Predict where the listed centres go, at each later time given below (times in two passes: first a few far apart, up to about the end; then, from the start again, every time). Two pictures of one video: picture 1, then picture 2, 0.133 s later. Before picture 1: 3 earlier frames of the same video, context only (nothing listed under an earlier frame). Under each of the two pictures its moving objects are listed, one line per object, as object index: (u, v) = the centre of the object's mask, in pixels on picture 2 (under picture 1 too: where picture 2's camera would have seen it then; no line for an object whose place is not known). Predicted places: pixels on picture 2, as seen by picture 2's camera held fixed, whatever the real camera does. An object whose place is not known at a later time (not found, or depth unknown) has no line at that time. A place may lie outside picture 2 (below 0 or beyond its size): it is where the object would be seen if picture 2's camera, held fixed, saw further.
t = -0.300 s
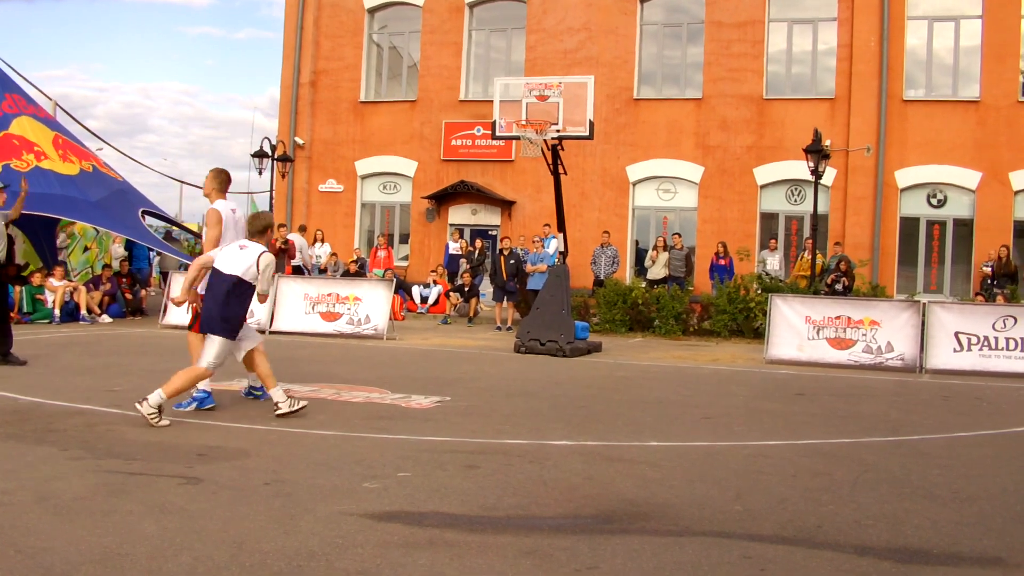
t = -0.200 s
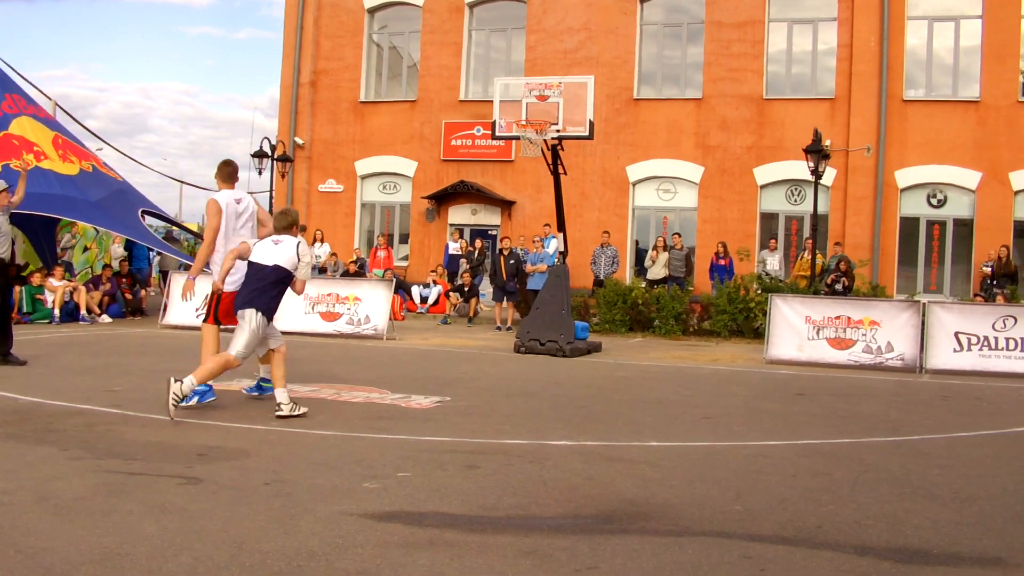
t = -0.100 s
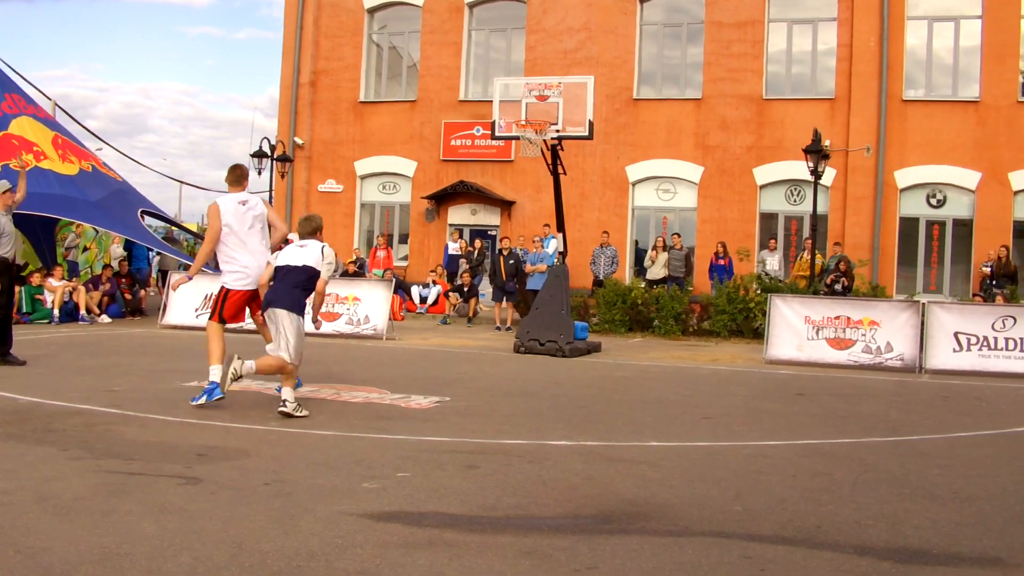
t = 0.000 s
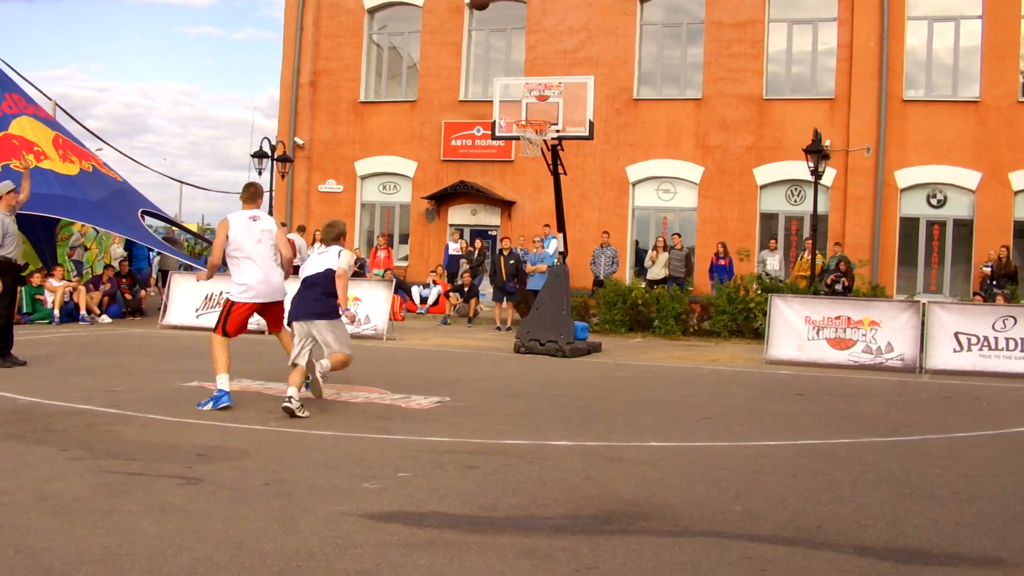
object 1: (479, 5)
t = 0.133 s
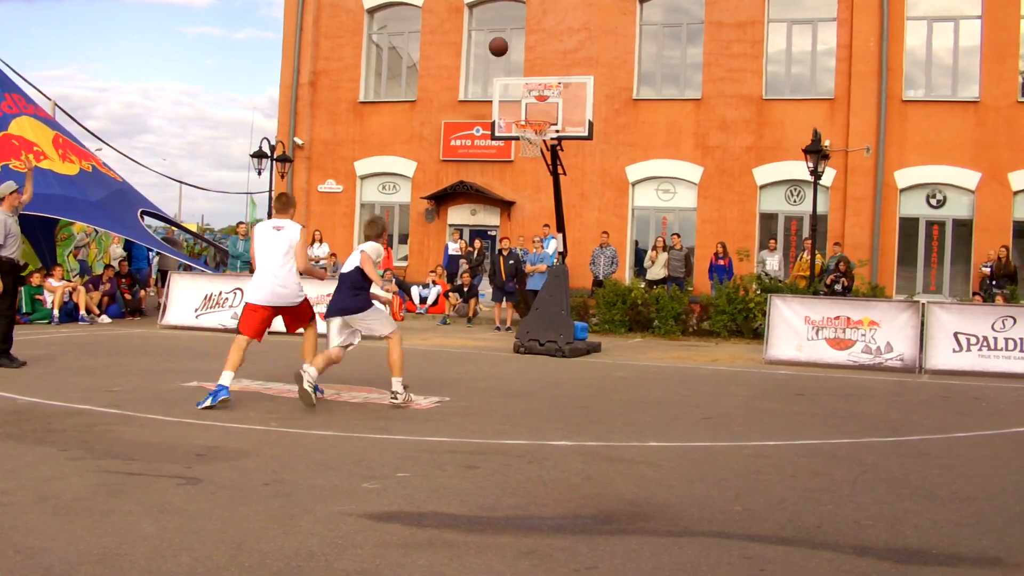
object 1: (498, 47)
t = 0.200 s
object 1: (507, 73)
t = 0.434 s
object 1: (546, 111)
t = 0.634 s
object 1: (589, 110)
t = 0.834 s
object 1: (626, 132)
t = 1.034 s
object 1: (662, 187)
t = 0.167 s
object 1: (503, 60)
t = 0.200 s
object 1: (507, 73)
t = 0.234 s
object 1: (511, 88)
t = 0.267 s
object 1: (515, 102)
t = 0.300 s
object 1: (519, 114)
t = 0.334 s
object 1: (524, 116)
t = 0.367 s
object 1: (532, 116)
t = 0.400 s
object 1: (539, 114)
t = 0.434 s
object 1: (546, 111)
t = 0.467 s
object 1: (554, 110)
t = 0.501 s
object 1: (561, 108)
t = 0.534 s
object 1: (569, 108)
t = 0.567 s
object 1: (576, 108)
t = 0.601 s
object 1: (583, 109)
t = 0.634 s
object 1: (589, 110)
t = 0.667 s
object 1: (596, 111)
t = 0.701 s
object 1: (602, 114)
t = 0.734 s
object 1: (608, 117)
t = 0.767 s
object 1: (614, 121)
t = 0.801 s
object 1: (620, 126)
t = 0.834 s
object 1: (626, 132)
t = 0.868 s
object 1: (632, 138)
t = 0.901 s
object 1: (638, 146)
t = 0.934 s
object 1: (644, 154)
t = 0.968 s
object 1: (650, 164)
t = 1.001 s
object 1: (656, 175)
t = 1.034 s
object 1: (662, 187)
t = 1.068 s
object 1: (668, 199)
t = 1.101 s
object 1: (674, 212)
